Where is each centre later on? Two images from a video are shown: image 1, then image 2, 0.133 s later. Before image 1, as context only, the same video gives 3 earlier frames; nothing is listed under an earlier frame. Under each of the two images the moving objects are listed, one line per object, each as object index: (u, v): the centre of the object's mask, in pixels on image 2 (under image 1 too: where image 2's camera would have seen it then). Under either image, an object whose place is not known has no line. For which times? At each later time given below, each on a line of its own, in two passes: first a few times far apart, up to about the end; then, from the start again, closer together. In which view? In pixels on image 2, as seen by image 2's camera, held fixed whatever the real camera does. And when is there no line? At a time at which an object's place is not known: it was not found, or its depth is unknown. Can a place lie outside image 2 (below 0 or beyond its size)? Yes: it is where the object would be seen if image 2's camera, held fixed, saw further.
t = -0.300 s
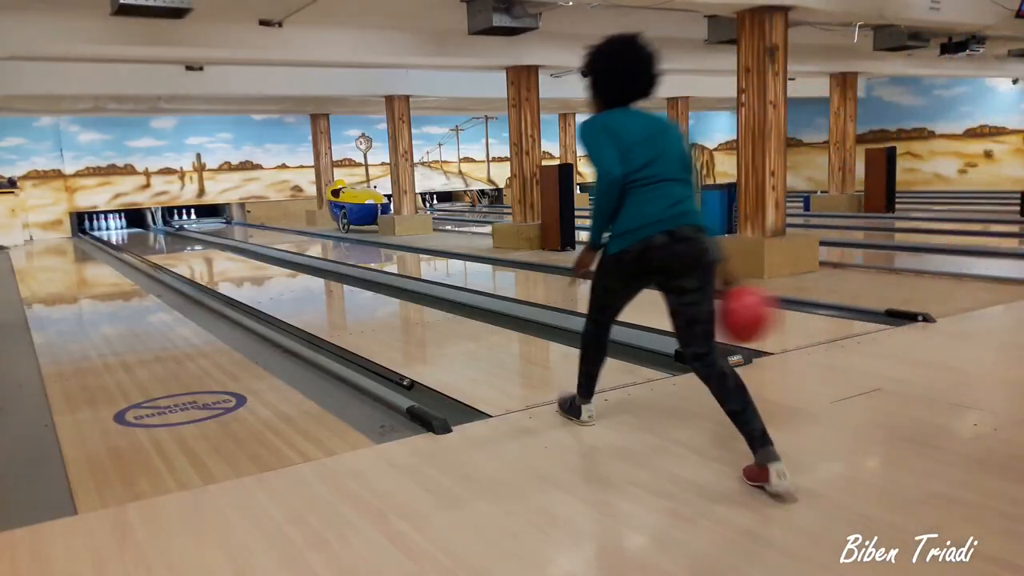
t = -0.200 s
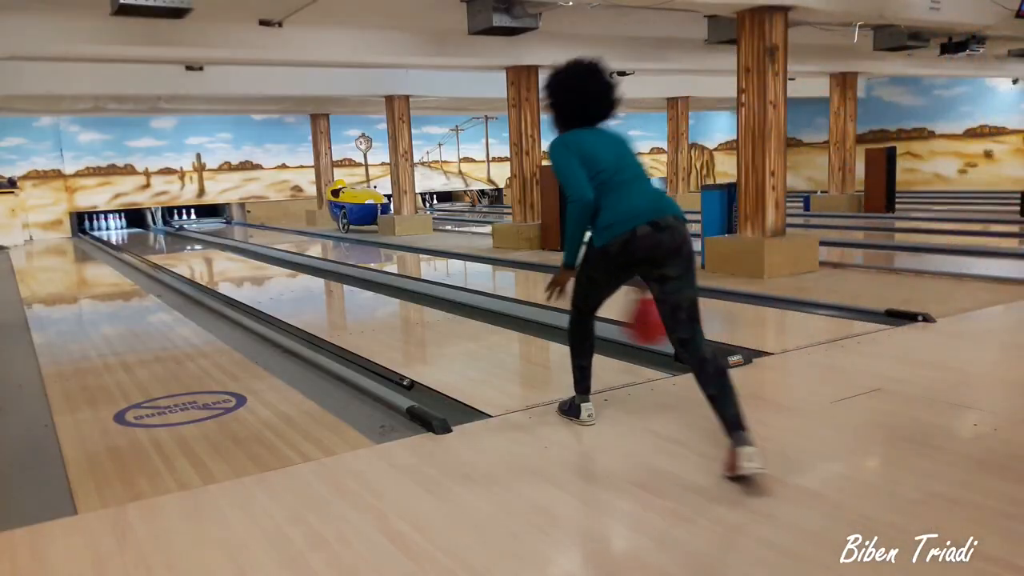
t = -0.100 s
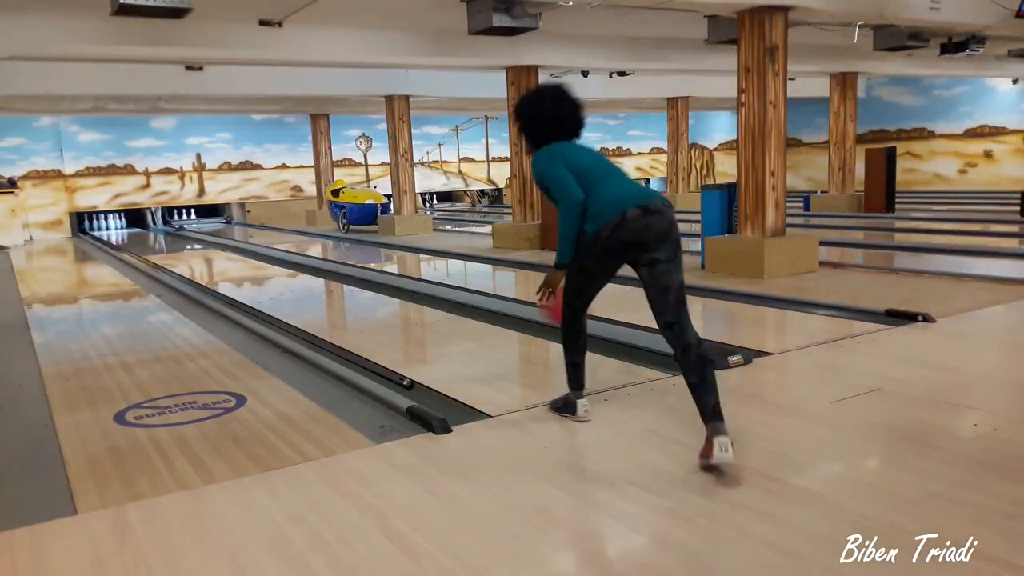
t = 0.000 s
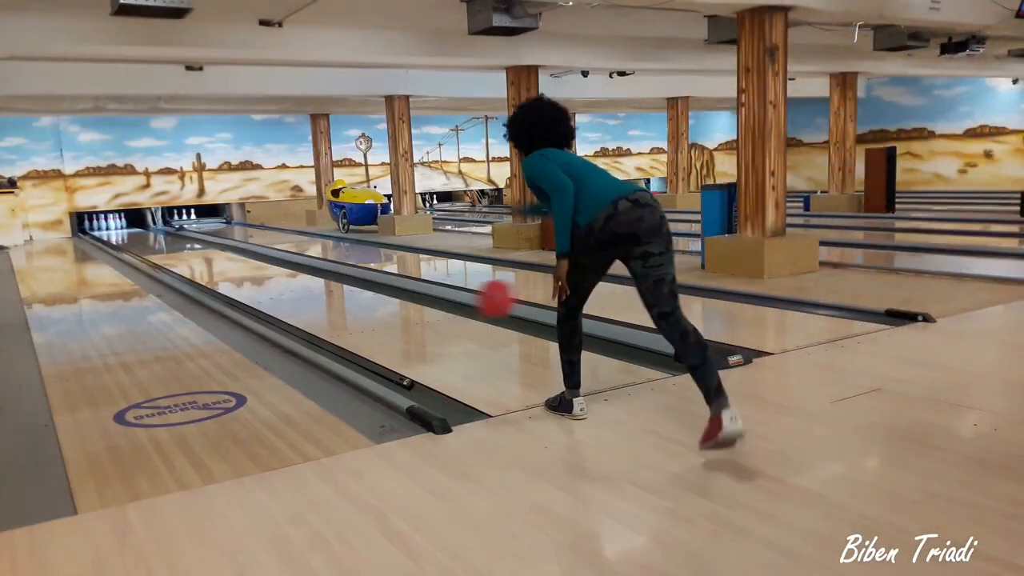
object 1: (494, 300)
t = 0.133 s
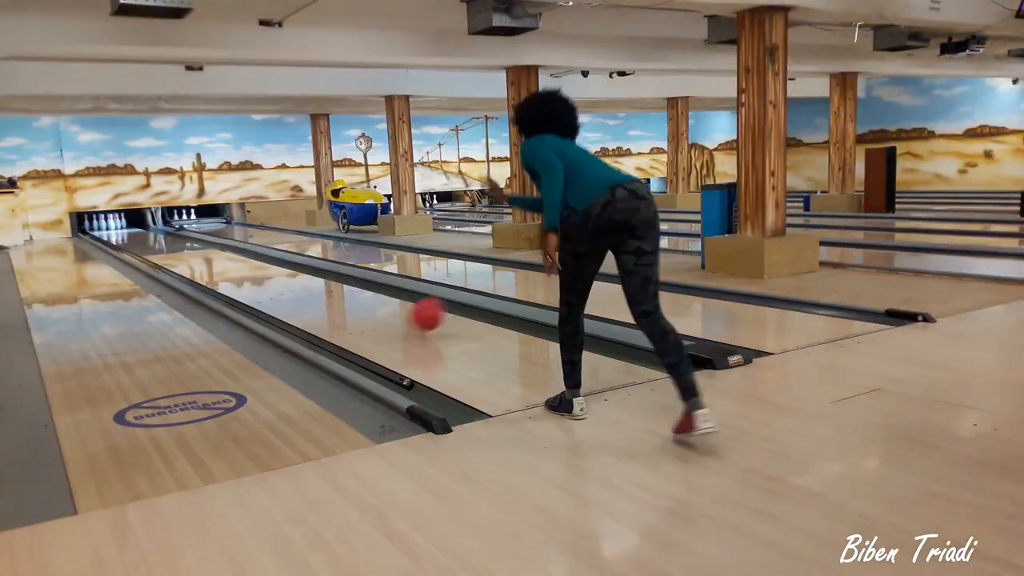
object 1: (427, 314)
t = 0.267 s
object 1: (373, 303)
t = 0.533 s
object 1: (295, 285)
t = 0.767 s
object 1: (247, 273)
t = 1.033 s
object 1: (207, 262)
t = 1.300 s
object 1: (176, 253)
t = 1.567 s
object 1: (153, 248)
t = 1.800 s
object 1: (136, 243)
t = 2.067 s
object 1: (120, 238)
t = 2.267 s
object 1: (109, 236)
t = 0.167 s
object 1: (411, 316)
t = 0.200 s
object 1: (398, 310)
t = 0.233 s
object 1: (385, 305)
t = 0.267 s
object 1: (373, 303)
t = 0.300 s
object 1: (361, 303)
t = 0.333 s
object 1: (350, 300)
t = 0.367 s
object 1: (339, 297)
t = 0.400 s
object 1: (330, 295)
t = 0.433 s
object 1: (320, 293)
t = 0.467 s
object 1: (311, 290)
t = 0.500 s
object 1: (302, 288)
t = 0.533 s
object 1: (295, 285)
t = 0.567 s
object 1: (287, 283)
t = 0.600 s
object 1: (280, 281)
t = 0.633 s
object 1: (273, 279)
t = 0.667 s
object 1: (265, 277)
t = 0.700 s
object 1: (259, 276)
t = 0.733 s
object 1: (253, 274)
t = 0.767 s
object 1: (247, 273)
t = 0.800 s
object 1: (241, 271)
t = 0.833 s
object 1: (235, 269)
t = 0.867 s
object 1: (230, 268)
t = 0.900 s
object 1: (225, 266)
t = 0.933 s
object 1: (220, 265)
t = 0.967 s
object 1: (215, 264)
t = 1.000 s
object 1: (211, 263)
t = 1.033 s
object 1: (207, 262)
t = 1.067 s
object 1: (202, 260)
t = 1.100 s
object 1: (198, 259)
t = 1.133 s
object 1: (194, 258)
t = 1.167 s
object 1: (190, 257)
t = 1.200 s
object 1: (186, 256)
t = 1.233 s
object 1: (183, 255)
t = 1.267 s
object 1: (180, 254)
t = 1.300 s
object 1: (176, 253)
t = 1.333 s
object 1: (173, 252)
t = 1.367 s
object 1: (170, 252)
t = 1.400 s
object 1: (167, 251)
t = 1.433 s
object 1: (164, 250)
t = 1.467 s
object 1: (161, 249)
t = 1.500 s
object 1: (158, 249)
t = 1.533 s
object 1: (156, 248)
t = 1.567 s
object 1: (153, 248)
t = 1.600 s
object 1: (151, 247)
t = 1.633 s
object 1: (148, 246)
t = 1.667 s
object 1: (146, 245)
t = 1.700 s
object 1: (143, 245)
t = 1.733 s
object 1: (141, 244)
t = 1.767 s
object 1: (139, 244)
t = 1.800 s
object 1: (136, 243)
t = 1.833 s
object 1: (134, 242)
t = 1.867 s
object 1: (132, 242)
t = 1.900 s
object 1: (130, 241)
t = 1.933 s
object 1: (129, 242)
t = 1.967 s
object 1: (127, 241)
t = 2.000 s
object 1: (125, 240)
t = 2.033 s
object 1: (122, 239)
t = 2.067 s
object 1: (120, 238)
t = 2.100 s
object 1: (118, 238)
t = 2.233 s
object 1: (110, 236)
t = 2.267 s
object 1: (109, 236)
